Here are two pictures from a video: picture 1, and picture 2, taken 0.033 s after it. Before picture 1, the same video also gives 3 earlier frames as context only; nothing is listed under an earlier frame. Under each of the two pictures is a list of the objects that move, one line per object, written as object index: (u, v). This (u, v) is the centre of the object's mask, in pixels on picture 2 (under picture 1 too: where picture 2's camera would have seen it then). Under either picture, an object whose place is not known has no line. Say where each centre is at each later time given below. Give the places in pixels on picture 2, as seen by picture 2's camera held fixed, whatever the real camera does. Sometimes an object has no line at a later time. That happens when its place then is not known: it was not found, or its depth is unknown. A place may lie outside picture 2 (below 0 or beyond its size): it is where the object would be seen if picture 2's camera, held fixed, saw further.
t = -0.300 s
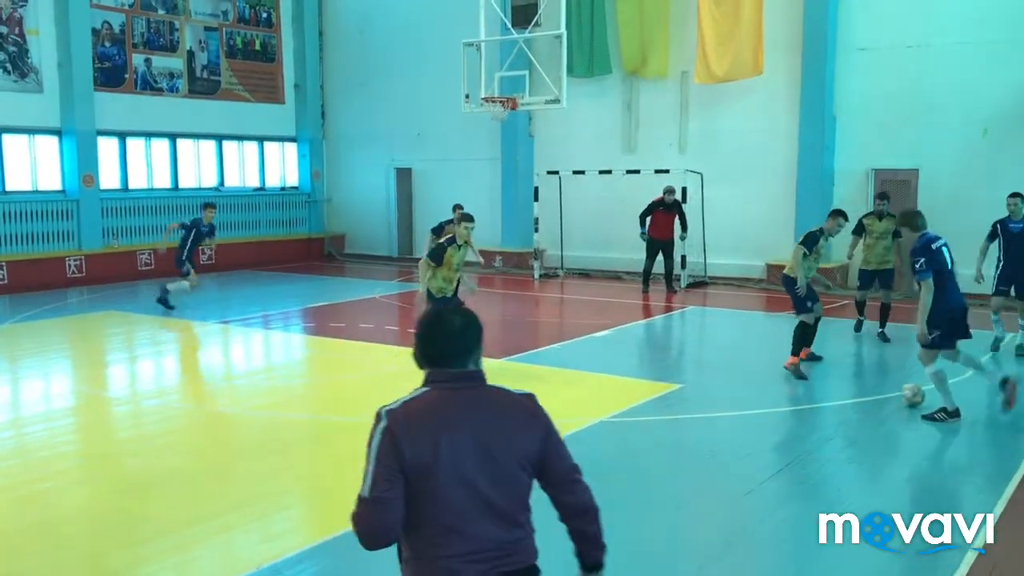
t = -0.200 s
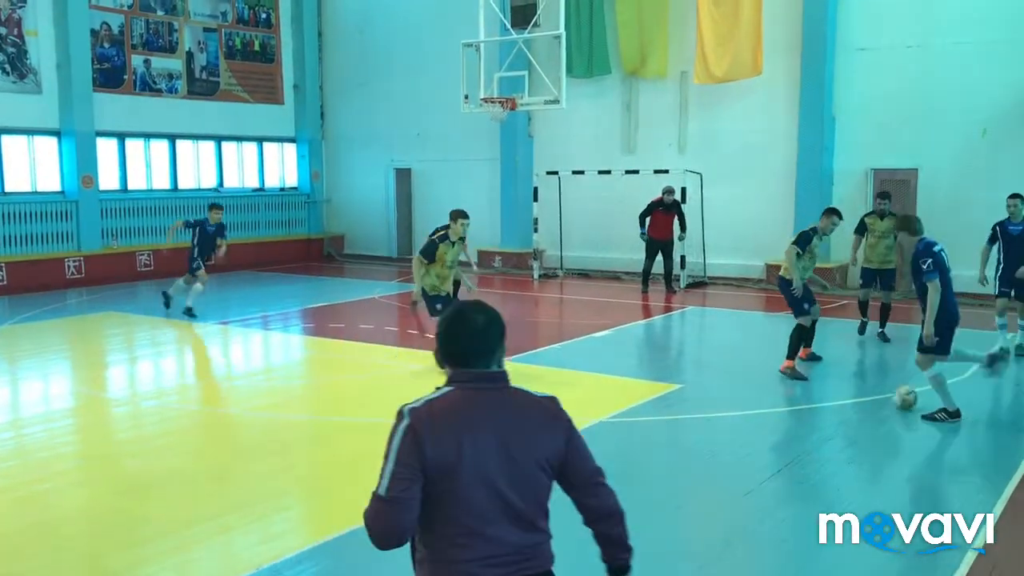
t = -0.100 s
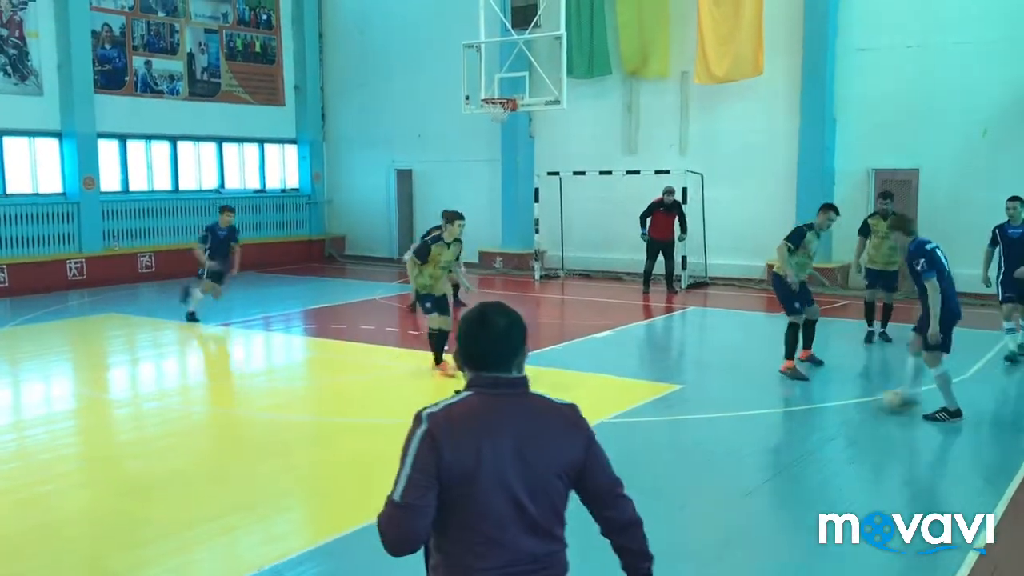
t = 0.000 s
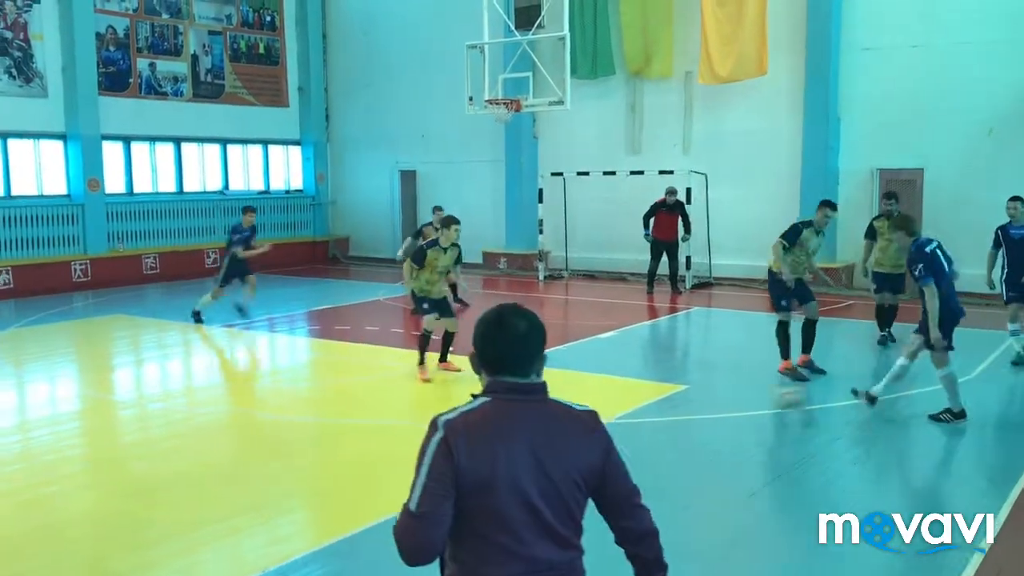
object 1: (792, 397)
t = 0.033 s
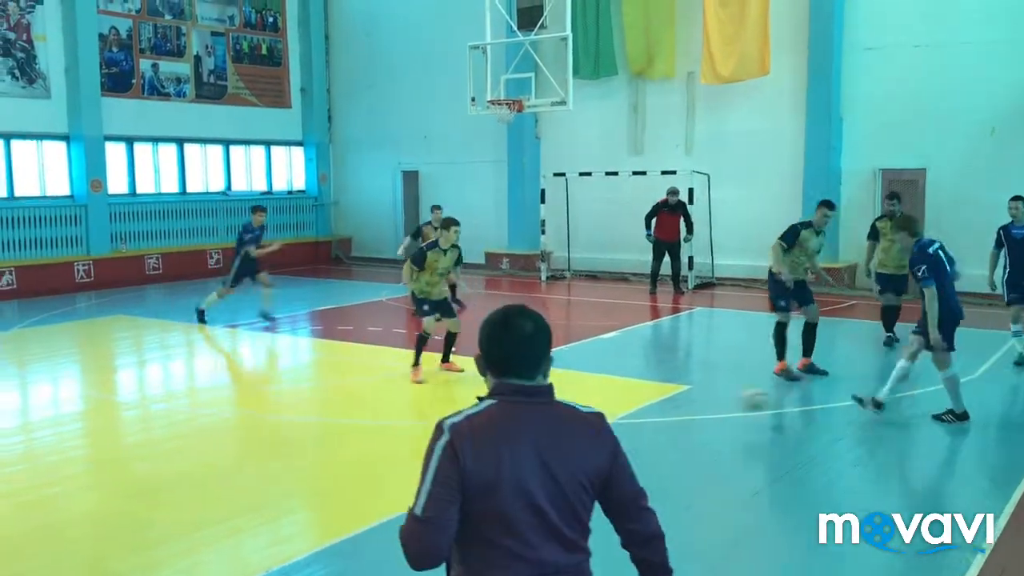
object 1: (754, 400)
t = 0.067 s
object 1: (715, 404)
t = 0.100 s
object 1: (678, 410)
